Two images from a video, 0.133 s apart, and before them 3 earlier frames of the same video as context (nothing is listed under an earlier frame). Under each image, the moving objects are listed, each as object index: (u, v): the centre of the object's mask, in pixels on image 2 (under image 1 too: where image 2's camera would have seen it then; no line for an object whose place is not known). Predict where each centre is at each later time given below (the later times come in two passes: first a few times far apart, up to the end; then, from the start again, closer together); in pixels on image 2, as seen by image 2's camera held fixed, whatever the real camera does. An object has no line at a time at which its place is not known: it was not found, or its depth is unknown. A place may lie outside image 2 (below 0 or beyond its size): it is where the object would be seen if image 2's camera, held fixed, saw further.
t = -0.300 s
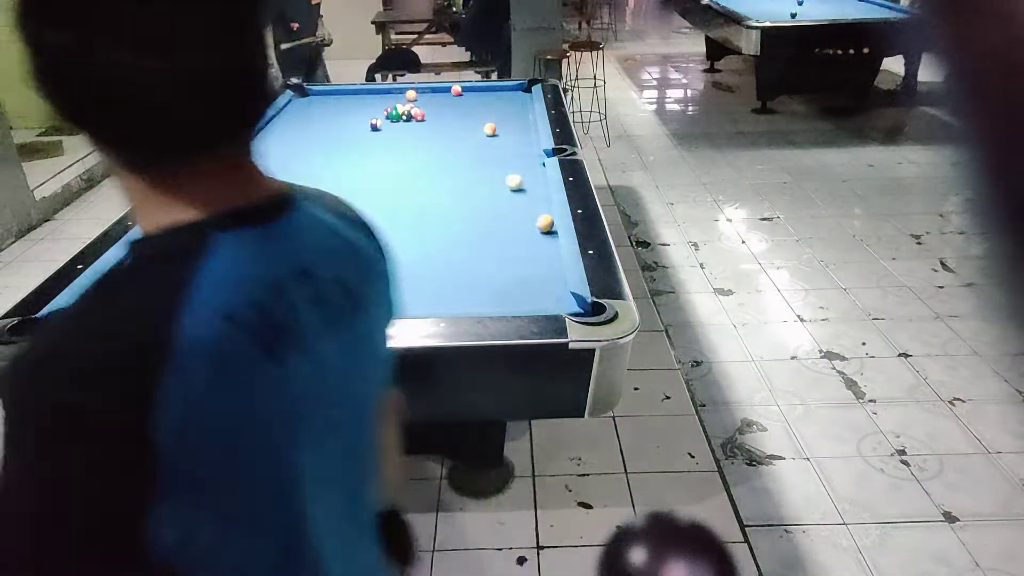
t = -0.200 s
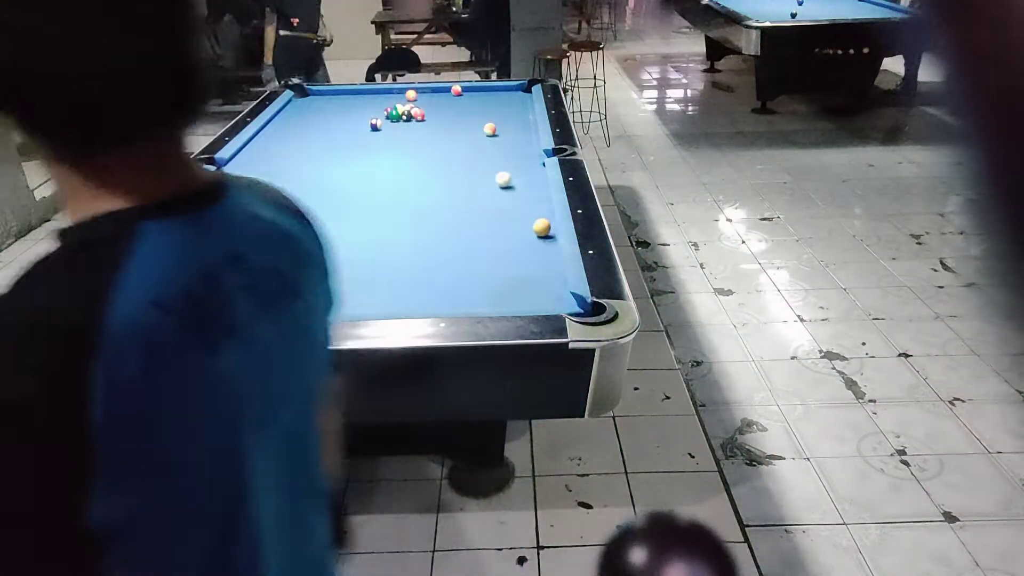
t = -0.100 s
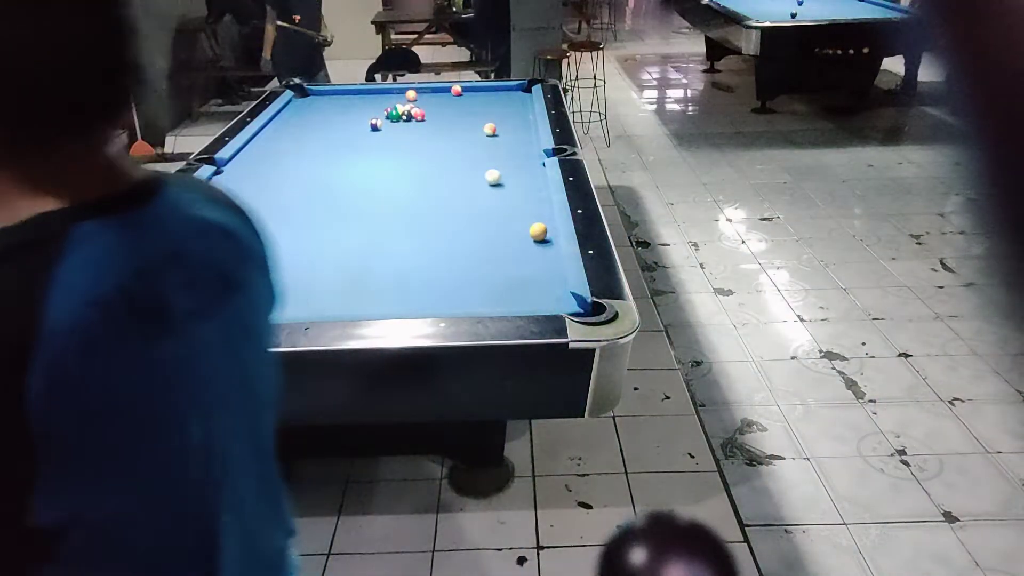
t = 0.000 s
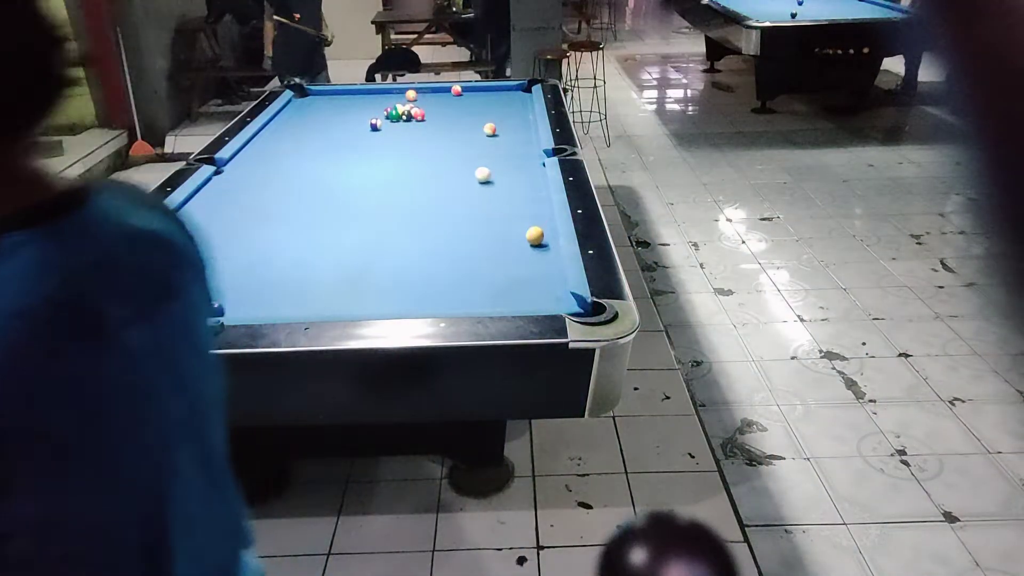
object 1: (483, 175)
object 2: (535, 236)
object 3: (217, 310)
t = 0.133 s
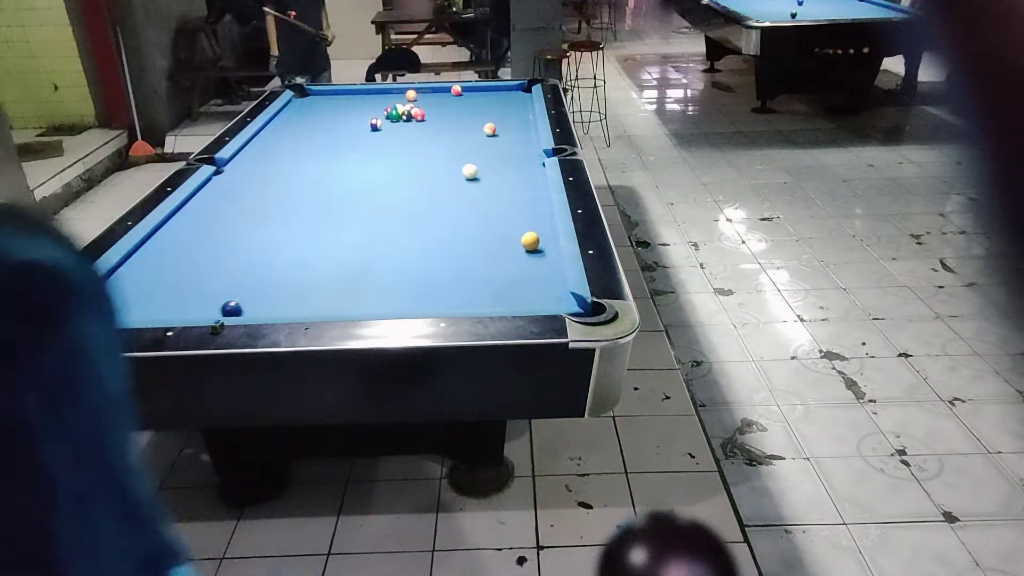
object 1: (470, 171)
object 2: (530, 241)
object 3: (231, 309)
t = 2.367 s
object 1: (335, 138)
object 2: (472, 301)
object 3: (422, 291)
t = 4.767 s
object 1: (299, 128)
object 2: (469, 302)
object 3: (443, 287)
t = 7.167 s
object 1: (300, 128)
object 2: (469, 302)
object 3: (443, 287)
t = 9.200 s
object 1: (300, 128)
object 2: (469, 302)
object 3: (443, 287)
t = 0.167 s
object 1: (467, 171)
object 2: (529, 243)
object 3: (236, 309)
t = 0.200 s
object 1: (464, 170)
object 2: (528, 244)
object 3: (240, 309)
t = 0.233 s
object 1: (461, 169)
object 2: (527, 245)
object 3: (244, 308)
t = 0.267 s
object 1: (458, 169)
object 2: (525, 246)
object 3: (248, 308)
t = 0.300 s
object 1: (455, 168)
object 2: (524, 248)
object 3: (253, 308)
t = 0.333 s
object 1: (452, 167)
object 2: (523, 249)
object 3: (257, 307)
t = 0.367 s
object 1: (449, 166)
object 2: (522, 250)
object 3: (262, 307)
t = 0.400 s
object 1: (446, 166)
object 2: (521, 252)
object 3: (266, 307)
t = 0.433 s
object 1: (443, 165)
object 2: (520, 253)
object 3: (269, 306)
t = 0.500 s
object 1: (438, 164)
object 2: (518, 255)
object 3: (277, 306)
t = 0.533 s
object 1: (435, 163)
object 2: (517, 257)
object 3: (281, 306)
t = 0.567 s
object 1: (433, 162)
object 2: (516, 258)
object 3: (285, 305)
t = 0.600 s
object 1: (430, 162)
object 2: (514, 259)
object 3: (289, 305)
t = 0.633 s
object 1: (427, 161)
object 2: (513, 260)
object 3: (293, 305)
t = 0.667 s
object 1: (425, 161)
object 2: (512, 262)
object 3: (296, 304)
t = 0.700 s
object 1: (422, 160)
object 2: (511, 263)
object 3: (300, 304)
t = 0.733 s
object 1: (420, 159)
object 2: (510, 264)
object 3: (304, 304)
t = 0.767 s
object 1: (418, 158)
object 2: (509, 265)
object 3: (307, 304)
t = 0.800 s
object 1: (415, 158)
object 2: (508, 266)
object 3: (310, 303)
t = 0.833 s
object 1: (413, 157)
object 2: (507, 267)
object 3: (314, 303)
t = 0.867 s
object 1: (411, 157)
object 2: (506, 268)
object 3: (317, 303)
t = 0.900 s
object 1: (408, 156)
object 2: (505, 269)
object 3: (321, 302)
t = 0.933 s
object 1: (406, 156)
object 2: (504, 271)
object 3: (324, 302)
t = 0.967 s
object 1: (404, 155)
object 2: (503, 272)
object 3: (327, 302)
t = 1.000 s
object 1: (402, 154)
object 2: (502, 273)
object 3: (331, 301)
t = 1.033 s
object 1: (399, 154)
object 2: (501, 274)
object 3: (334, 301)
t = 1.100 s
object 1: (395, 153)
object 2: (499, 276)
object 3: (340, 301)
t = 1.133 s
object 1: (393, 152)
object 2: (498, 277)
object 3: (343, 300)
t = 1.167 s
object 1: (391, 152)
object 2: (497, 278)
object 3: (346, 300)
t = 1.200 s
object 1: (389, 151)
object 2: (496, 279)
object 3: (349, 300)
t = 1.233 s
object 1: (387, 151)
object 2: (495, 280)
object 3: (351, 299)
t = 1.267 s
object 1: (385, 150)
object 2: (494, 281)
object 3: (354, 299)
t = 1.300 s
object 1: (383, 150)
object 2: (494, 282)
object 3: (357, 298)
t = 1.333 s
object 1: (381, 149)
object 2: (493, 283)
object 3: (360, 298)
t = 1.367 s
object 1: (379, 149)
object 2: (492, 284)
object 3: (363, 298)
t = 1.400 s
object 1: (377, 148)
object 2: (491, 284)
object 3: (365, 298)
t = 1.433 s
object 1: (375, 148)
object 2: (490, 285)
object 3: (368, 298)
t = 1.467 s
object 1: (374, 148)
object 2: (489, 286)
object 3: (370, 297)
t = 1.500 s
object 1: (372, 147)
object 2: (488, 287)
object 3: (373, 297)
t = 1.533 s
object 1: (370, 147)
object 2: (487, 288)
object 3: (375, 296)
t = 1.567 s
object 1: (369, 146)
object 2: (486, 289)
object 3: (378, 296)
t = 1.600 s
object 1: (367, 146)
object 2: (486, 289)
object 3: (380, 296)
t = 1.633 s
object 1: (365, 146)
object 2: (485, 290)
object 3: (382, 295)
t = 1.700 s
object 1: (362, 145)
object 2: (483, 292)
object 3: (387, 295)
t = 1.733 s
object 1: (360, 144)
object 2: (482, 292)
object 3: (389, 295)
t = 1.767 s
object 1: (359, 144)
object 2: (482, 293)
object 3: (391, 294)
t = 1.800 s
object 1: (357, 143)
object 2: (481, 294)
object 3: (393, 294)
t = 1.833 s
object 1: (356, 143)
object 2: (480, 294)
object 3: (395, 294)
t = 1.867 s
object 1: (355, 143)
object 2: (480, 295)
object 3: (397, 294)
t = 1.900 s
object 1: (353, 142)
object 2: (479, 296)
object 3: (399, 293)
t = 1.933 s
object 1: (351, 142)
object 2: (478, 296)
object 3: (401, 293)
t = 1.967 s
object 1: (350, 141)
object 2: (478, 297)
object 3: (403, 293)
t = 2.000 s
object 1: (349, 141)
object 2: (477, 297)
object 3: (405, 293)
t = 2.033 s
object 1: (347, 141)
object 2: (477, 297)
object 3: (406, 293)
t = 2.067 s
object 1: (346, 141)
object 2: (476, 298)
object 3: (408, 293)
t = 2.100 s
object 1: (345, 140)
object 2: (475, 298)
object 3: (410, 293)
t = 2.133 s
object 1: (344, 140)
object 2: (475, 299)
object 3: (412, 293)
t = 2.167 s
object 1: (342, 139)
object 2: (475, 299)
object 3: (413, 292)
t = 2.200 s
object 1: (341, 139)
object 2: (474, 299)
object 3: (415, 292)
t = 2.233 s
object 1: (340, 139)
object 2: (474, 300)
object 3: (416, 292)
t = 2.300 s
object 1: (337, 138)
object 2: (473, 300)
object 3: (419, 291)
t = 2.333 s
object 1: (336, 138)
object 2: (473, 300)
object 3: (421, 292)
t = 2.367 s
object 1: (335, 138)
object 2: (472, 301)
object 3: (422, 291)
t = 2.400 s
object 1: (334, 137)
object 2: (472, 301)
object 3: (423, 291)
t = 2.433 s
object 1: (333, 137)
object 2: (472, 301)
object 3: (425, 291)
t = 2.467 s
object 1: (331, 137)
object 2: (471, 301)
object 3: (426, 290)
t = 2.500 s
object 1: (330, 137)
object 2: (471, 301)
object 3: (427, 290)
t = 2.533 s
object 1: (329, 136)
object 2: (471, 301)
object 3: (428, 290)
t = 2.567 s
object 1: (328, 136)
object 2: (470, 301)
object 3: (429, 290)
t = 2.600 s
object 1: (327, 136)
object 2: (470, 302)
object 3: (430, 290)
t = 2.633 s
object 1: (327, 135)
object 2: (470, 302)
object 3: (431, 290)
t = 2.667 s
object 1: (325, 135)
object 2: (470, 302)
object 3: (432, 289)
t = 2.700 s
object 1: (324, 135)
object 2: (469, 302)
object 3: (433, 289)
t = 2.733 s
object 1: (323, 135)
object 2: (469, 302)
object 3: (434, 289)
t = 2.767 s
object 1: (323, 134)
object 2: (469, 302)
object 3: (435, 289)
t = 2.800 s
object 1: (322, 134)
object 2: (469, 302)
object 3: (435, 289)
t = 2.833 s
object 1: (321, 134)
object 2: (469, 302)
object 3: (436, 289)
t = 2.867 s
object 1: (320, 134)
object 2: (469, 302)
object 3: (437, 288)
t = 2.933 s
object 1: (318, 133)
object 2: (469, 302)
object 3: (438, 288)
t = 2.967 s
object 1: (318, 133)
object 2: (469, 302)
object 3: (439, 288)
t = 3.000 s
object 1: (317, 133)
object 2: (469, 302)
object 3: (439, 287)
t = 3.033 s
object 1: (316, 132)
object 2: (469, 302)
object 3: (439, 287)
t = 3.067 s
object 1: (315, 132)
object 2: (469, 302)
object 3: (440, 287)
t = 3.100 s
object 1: (314, 132)
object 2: (469, 302)
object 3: (440, 287)
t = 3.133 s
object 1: (314, 132)
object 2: (469, 302)
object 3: (441, 287)
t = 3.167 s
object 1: (313, 132)
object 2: (469, 302)
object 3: (441, 287)
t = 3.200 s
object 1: (312, 132)
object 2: (469, 302)
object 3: (442, 287)
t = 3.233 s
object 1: (312, 131)
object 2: (469, 302)
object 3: (442, 287)
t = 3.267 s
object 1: (311, 131)
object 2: (469, 302)
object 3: (442, 287)
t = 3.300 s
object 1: (310, 131)
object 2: (469, 302)
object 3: (443, 287)
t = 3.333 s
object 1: (310, 131)
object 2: (469, 302)
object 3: (443, 287)
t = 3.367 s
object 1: (309, 131)
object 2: (469, 302)
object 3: (443, 287)
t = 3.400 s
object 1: (308, 130)
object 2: (469, 302)
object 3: (443, 287)
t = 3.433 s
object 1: (308, 130)
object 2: (469, 302)
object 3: (443, 287)
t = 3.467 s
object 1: (307, 130)
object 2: (469, 302)
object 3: (443, 287)
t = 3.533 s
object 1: (306, 130)
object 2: (469, 302)
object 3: (443, 287)
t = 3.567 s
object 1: (305, 130)
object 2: (469, 302)
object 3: (443, 287)
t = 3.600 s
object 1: (305, 130)
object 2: (469, 302)
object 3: (443, 287)
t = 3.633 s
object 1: (305, 130)
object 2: (469, 302)
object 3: (443, 287)
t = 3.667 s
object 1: (304, 129)
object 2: (469, 302)
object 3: (443, 287)
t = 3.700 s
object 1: (304, 129)
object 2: (469, 302)
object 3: (443, 287)
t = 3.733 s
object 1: (303, 129)
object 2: (469, 302)
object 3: (443, 287)
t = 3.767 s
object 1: (303, 129)
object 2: (469, 302)
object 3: (443, 287)
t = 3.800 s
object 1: (303, 129)
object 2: (469, 302)
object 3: (443, 287)
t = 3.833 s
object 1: (302, 129)
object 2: (469, 302)
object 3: (443, 287)
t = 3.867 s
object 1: (302, 129)
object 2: (469, 302)
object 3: (443, 287)
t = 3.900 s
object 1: (302, 129)
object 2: (469, 302)
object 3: (443, 287)
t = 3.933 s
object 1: (301, 129)
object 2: (469, 302)
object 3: (443, 287)
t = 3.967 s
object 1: (301, 129)
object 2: (469, 302)
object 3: (443, 287)
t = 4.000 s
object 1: (301, 129)
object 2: (469, 302)
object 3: (443, 287)
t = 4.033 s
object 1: (300, 128)
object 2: (469, 302)
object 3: (443, 287)
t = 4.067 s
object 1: (300, 128)
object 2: (469, 302)
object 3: (443, 287)
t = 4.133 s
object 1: (300, 128)
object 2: (469, 302)
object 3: (443, 287)
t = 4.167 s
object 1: (300, 128)
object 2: (469, 302)
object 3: (443, 287)
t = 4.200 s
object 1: (300, 128)
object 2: (469, 302)
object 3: (443, 287)
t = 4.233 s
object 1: (300, 128)
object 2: (469, 302)
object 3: (443, 287)
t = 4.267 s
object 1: (300, 128)
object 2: (469, 302)
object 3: (443, 287)
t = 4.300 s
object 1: (299, 128)
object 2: (469, 302)
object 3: (443, 287)
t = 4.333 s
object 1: (299, 128)
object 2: (469, 302)
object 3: (443, 287)
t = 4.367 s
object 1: (299, 128)
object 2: (469, 302)
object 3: (443, 287)
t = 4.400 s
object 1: (299, 128)
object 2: (469, 302)
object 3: (443, 287)
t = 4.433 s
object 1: (299, 128)
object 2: (469, 302)
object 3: (443, 287)
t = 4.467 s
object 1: (299, 128)
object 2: (469, 302)
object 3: (443, 287)
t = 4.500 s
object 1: (299, 128)
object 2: (469, 302)
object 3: (443, 287)
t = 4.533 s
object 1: (299, 128)
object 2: (469, 302)
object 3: (443, 287)
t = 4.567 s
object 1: (299, 128)
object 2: (469, 302)
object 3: (443, 287)
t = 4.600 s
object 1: (299, 128)
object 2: (469, 302)
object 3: (443, 287)
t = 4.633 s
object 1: (299, 128)
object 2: (469, 302)
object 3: (443, 287)
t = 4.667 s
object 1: (299, 128)
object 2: (469, 302)
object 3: (443, 287)
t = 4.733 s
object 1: (299, 128)
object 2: (469, 302)
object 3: (443, 287)
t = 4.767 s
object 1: (299, 128)
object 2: (469, 302)
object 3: (443, 287)
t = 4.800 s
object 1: (299, 128)
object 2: (469, 302)
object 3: (443, 287)
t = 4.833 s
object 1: (299, 128)
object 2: (469, 302)
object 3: (443, 287)
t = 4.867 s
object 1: (299, 128)
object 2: (469, 302)
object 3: (443, 287)
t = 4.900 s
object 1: (299, 128)
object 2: (469, 302)
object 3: (443, 287)
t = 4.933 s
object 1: (299, 128)
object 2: (469, 302)
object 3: (443, 287)
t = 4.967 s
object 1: (299, 128)
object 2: (469, 302)
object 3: (443, 287)
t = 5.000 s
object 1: (299, 128)
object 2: (469, 302)
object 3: (443, 287)
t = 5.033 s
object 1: (299, 128)
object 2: (469, 302)
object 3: (443, 287)
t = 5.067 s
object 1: (299, 128)
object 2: (469, 302)
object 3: (443, 287)
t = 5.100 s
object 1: (299, 128)
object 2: (469, 302)
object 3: (443, 287)
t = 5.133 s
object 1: (299, 128)
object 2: (469, 302)
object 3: (443, 287)
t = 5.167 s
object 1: (299, 128)
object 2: (469, 302)
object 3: (443, 287)
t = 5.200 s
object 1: (299, 128)
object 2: (469, 302)
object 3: (443, 287)
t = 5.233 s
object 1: (299, 128)
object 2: (469, 302)
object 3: (443, 287)
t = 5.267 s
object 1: (299, 128)
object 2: (469, 302)
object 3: (443, 287)
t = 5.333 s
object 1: (299, 128)
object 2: (469, 302)
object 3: (443, 287)
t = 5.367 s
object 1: (299, 128)
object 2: (469, 302)
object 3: (443, 287)
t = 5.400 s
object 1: (299, 128)
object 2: (469, 302)
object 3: (443, 287)
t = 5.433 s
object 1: (299, 128)
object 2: (469, 302)
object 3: (443, 287)
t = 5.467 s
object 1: (299, 128)
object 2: (469, 302)
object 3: (443, 287)
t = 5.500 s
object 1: (299, 128)
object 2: (469, 302)
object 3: (443, 287)
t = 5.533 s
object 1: (299, 128)
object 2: (469, 302)
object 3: (443, 287)
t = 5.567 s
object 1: (299, 128)
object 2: (469, 302)
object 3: (443, 287)
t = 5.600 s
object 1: (299, 128)
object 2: (469, 302)
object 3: (443, 287)
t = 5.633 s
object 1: (299, 128)
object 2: (469, 302)
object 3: (443, 287)
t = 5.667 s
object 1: (300, 128)
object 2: (469, 302)
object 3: (443, 287)
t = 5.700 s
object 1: (300, 128)
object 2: (469, 302)
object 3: (443, 287)
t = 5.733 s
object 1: (300, 128)
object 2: (469, 302)
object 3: (443, 287)
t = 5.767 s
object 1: (300, 128)
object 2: (469, 302)
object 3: (443, 287)
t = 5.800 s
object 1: (300, 128)
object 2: (469, 302)
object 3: (443, 287)
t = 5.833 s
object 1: (300, 128)
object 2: (469, 302)
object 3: (443, 287)
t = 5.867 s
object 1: (300, 128)
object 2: (469, 302)
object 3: (443, 287)
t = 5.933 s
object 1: (300, 128)
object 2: (469, 302)
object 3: (443, 287)
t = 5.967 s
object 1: (300, 128)
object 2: (469, 302)
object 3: (443, 287)
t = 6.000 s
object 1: (300, 128)
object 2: (469, 302)
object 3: (443, 287)
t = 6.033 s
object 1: (300, 128)
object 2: (469, 302)
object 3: (443, 287)
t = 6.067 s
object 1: (300, 128)
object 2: (469, 302)
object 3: (443, 287)
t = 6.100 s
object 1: (300, 128)
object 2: (469, 302)
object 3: (443, 287)
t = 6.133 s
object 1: (300, 128)
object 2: (469, 302)
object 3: (443, 287)
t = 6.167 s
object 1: (300, 128)
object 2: (469, 302)
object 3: (443, 287)
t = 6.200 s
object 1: (300, 128)
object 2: (469, 302)
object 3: (443, 287)
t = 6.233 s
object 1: (300, 128)
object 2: (469, 302)
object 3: (443, 287)
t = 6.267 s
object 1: (300, 128)
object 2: (469, 302)
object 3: (443, 287)
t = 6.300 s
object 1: (300, 128)
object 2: (469, 302)
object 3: (443, 287)
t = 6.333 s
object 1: (300, 128)
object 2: (469, 302)
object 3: (443, 287)
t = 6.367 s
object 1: (300, 128)
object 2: (469, 302)
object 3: (443, 287)
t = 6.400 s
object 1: (300, 128)
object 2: (469, 302)
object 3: (443, 287)
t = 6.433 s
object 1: (300, 128)
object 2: (469, 302)
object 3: (443, 287)
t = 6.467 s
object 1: (300, 128)
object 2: (469, 302)
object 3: (443, 287)
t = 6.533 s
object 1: (300, 128)
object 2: (469, 302)
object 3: (443, 287)
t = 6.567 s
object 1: (300, 128)
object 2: (469, 302)
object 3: (443, 287)
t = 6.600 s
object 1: (300, 128)
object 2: (469, 302)
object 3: (443, 287)
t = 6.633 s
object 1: (300, 128)
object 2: (469, 302)
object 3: (443, 287)
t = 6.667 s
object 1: (300, 128)
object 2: (469, 302)
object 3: (443, 287)
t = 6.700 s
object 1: (300, 128)
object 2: (469, 302)
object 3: (443, 287)
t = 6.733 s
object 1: (300, 128)
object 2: (469, 302)
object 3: (443, 287)
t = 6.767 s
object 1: (300, 128)
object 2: (469, 302)
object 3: (443, 287)
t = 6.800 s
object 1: (300, 128)
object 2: (469, 302)
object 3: (443, 287)
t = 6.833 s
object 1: (300, 128)
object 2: (469, 302)
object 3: (443, 287)
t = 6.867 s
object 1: (300, 128)
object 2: (469, 302)
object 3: (443, 287)
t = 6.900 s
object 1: (300, 128)
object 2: (469, 302)
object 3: (443, 287)
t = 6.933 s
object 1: (300, 128)
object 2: (469, 302)
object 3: (443, 287)
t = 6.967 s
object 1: (300, 128)
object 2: (469, 302)
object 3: (443, 287)
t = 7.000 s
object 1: (300, 128)
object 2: (469, 302)
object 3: (443, 287)
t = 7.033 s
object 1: (300, 128)
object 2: (469, 302)
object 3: (443, 286)
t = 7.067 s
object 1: (299, 128)
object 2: (469, 302)
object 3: (443, 287)
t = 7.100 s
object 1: (300, 128)
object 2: (469, 302)
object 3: (443, 286)
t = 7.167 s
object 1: (300, 128)
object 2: (469, 302)
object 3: (443, 287)
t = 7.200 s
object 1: (300, 128)
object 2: (469, 302)
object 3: (443, 287)
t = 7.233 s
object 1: (300, 128)
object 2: (469, 302)
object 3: (443, 287)
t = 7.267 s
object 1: (300, 128)
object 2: (469, 302)
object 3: (443, 287)
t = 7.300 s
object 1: (300, 128)
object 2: (469, 302)
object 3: (443, 287)
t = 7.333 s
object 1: (300, 128)
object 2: (469, 302)
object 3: (443, 287)
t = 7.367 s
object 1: (300, 128)
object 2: (469, 302)
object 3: (443, 286)
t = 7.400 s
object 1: (300, 128)
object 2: (469, 302)
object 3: (443, 287)
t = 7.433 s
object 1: (300, 128)
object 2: (469, 302)
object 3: (443, 287)
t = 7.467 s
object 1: (300, 128)
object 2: (469, 302)
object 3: (443, 287)
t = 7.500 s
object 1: (300, 128)
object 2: (469, 302)
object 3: (443, 287)
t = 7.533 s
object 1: (300, 128)
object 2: (469, 302)
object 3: (443, 287)
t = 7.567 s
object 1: (300, 128)
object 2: (469, 302)
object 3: (443, 287)
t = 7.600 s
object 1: (300, 128)
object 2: (469, 302)
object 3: (443, 287)
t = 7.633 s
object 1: (300, 128)
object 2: (469, 302)
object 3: (443, 287)
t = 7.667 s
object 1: (300, 128)
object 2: (469, 302)
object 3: (443, 287)
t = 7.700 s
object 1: (300, 128)
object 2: (469, 302)
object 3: (443, 287)
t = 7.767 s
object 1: (300, 128)
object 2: (469, 302)
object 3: (443, 287)
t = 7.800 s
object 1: (300, 128)
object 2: (469, 302)
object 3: (443, 287)
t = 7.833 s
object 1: (300, 128)
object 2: (469, 302)
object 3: (443, 287)
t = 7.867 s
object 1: (300, 128)
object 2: (469, 302)
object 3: (443, 287)
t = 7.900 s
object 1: (300, 128)
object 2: (469, 302)
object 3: (443, 287)
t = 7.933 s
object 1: (300, 128)
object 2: (469, 302)
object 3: (443, 287)
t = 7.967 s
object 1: (300, 128)
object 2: (469, 302)
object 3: (443, 287)
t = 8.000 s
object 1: (300, 128)
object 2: (469, 302)
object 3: (443, 287)
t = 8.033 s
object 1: (300, 128)
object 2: (469, 302)
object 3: (443, 287)
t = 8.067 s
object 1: (300, 128)
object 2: (469, 302)
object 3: (443, 287)
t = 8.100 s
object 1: (300, 128)
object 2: (469, 302)
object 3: (443, 287)
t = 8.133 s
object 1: (300, 128)
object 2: (469, 302)
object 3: (443, 287)
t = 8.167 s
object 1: (300, 128)
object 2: (469, 302)
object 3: (443, 287)
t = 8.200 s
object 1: (300, 128)
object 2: (469, 302)
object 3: (443, 287)
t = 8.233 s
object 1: (300, 128)
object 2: (469, 302)
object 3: (443, 287)
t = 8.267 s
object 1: (300, 128)
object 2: (469, 302)
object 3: (443, 287)
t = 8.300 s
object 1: (300, 128)
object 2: (469, 302)
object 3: (443, 287)
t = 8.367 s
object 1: (300, 128)
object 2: (469, 302)
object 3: (443, 287)
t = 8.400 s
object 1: (300, 128)
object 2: (469, 302)
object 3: (443, 287)
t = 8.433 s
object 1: (300, 128)
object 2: (469, 302)
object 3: (443, 287)
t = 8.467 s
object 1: (300, 128)
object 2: (469, 302)
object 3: (443, 287)
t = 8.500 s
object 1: (299, 128)
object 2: (469, 302)
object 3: (443, 287)
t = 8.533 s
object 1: (300, 128)
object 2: (469, 302)
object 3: (443, 287)
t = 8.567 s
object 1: (300, 128)
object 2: (469, 302)
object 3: (443, 287)
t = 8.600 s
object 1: (300, 128)
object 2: (469, 302)
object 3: (443, 287)
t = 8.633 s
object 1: (300, 128)
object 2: (469, 302)
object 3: (443, 287)
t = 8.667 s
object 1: (300, 128)
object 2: (469, 302)
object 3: (443, 287)
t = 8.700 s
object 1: (300, 128)
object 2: (469, 302)
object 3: (443, 287)
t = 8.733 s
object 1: (300, 128)
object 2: (469, 302)
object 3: (443, 287)
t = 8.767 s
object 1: (300, 128)
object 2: (469, 302)
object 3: (443, 287)
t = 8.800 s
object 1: (300, 128)
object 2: (469, 302)
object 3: (443, 287)
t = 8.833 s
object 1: (300, 128)
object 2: (469, 302)
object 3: (443, 287)
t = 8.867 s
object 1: (300, 128)
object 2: (469, 302)
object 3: (443, 287)
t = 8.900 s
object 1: (300, 128)
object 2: (469, 302)
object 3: (443, 287)
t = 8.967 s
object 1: (300, 128)
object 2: (469, 302)
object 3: (443, 287)
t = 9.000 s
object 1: (300, 128)
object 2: (469, 302)
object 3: (443, 287)
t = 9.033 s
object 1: (300, 128)
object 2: (469, 302)
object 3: (443, 287)
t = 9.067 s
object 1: (300, 128)
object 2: (469, 302)
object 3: (443, 287)
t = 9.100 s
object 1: (300, 128)
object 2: (469, 302)
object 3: (443, 287)
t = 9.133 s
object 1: (300, 128)
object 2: (469, 302)
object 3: (443, 287)
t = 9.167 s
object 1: (300, 128)
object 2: (469, 302)
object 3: (443, 287)
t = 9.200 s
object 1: (300, 128)
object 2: (469, 302)
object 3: (443, 287)
